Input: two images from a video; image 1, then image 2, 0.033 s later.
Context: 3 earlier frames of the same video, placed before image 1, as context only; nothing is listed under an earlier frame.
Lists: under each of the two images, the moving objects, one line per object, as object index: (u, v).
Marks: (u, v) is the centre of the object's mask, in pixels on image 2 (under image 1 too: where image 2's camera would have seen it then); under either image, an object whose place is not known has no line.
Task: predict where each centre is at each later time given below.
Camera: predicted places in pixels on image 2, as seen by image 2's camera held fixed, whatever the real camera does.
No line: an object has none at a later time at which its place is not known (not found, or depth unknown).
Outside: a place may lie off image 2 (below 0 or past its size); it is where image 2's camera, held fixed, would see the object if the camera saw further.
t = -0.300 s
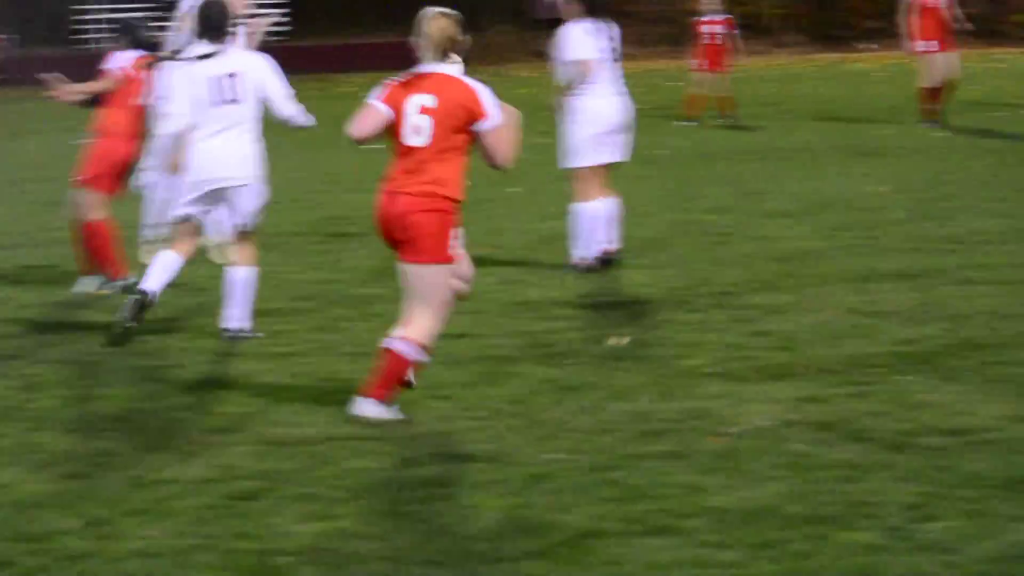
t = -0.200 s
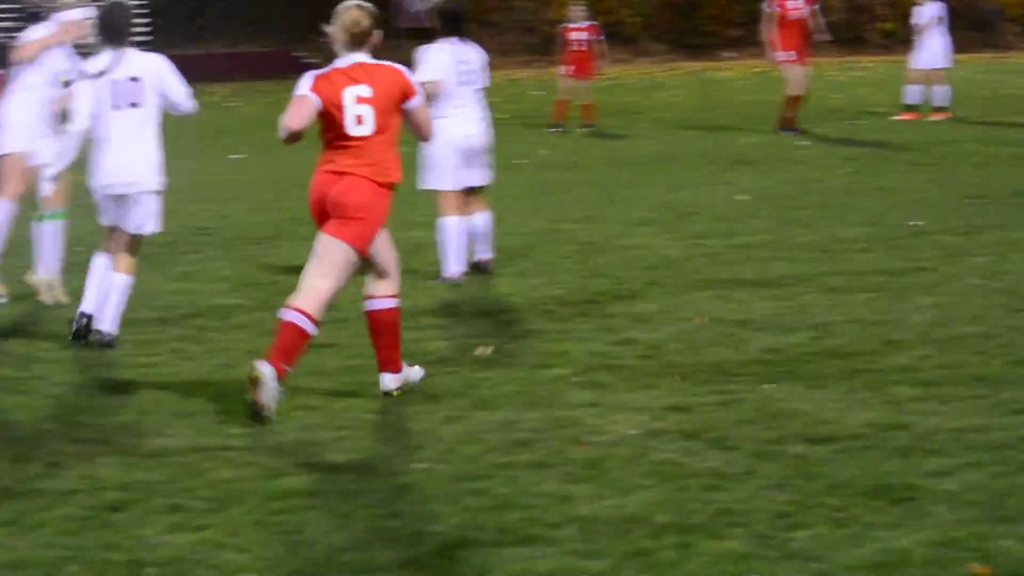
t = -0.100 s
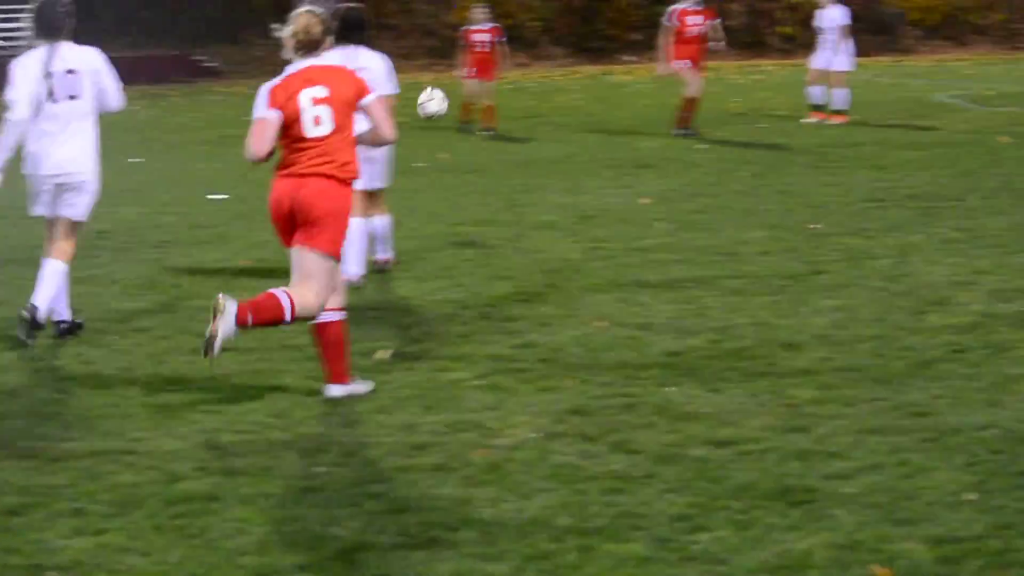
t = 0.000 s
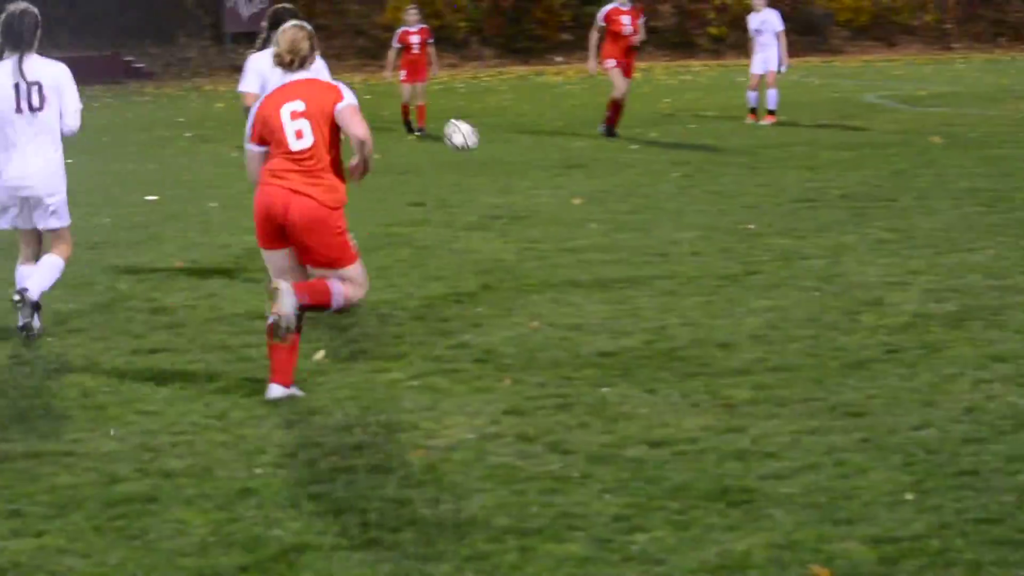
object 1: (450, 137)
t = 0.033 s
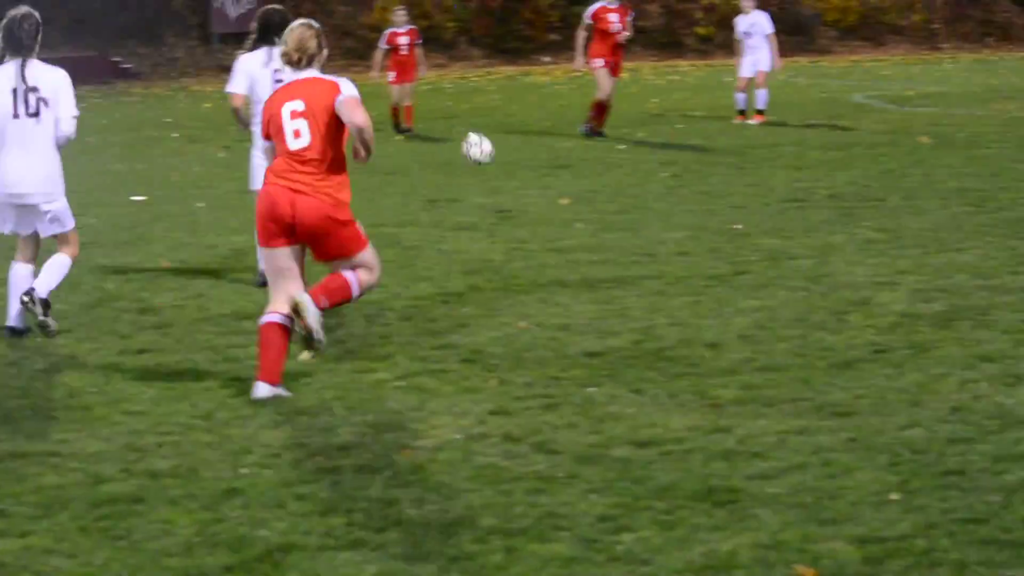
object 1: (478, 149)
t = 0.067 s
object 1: (506, 163)
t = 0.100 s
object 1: (533, 179)
